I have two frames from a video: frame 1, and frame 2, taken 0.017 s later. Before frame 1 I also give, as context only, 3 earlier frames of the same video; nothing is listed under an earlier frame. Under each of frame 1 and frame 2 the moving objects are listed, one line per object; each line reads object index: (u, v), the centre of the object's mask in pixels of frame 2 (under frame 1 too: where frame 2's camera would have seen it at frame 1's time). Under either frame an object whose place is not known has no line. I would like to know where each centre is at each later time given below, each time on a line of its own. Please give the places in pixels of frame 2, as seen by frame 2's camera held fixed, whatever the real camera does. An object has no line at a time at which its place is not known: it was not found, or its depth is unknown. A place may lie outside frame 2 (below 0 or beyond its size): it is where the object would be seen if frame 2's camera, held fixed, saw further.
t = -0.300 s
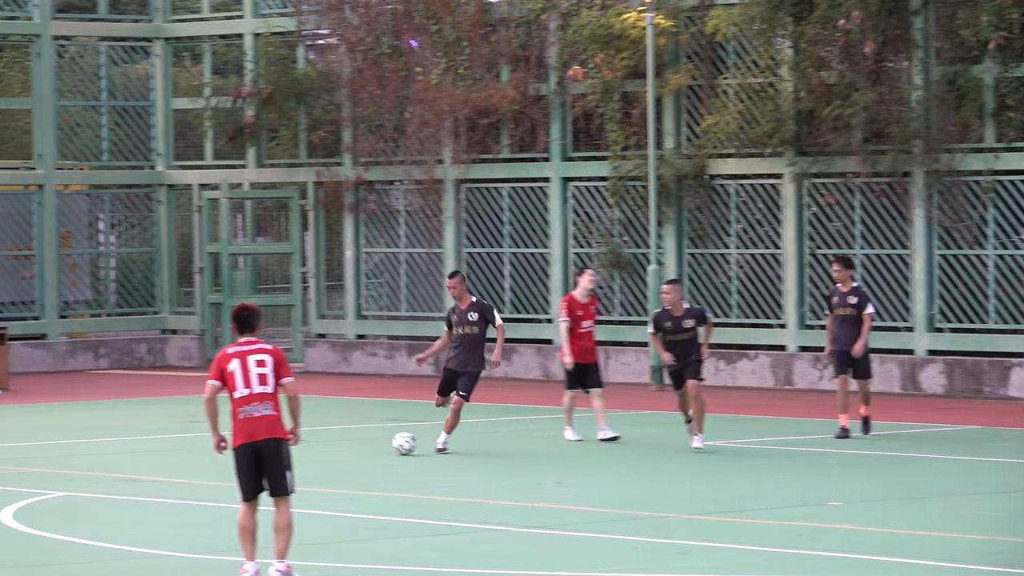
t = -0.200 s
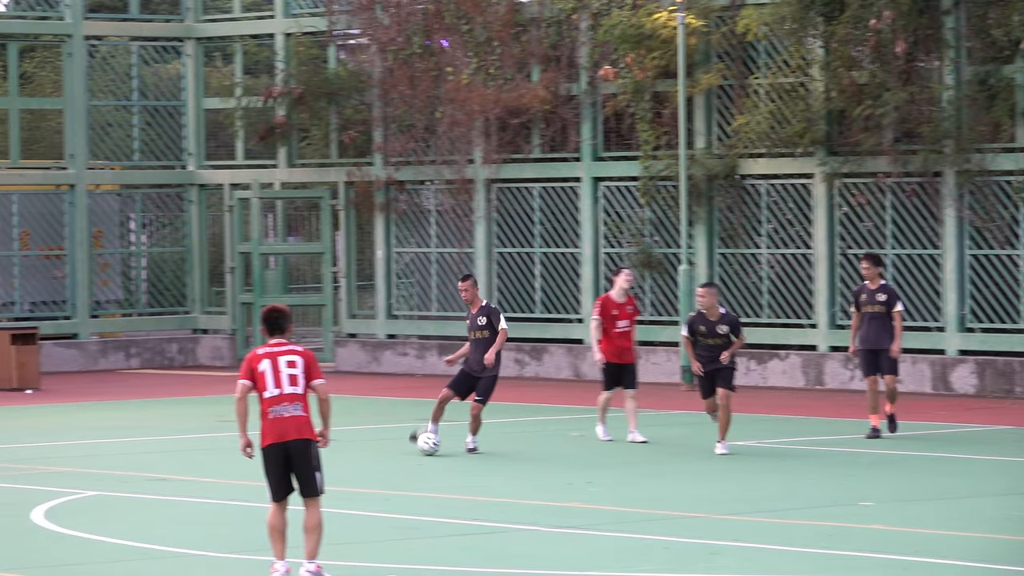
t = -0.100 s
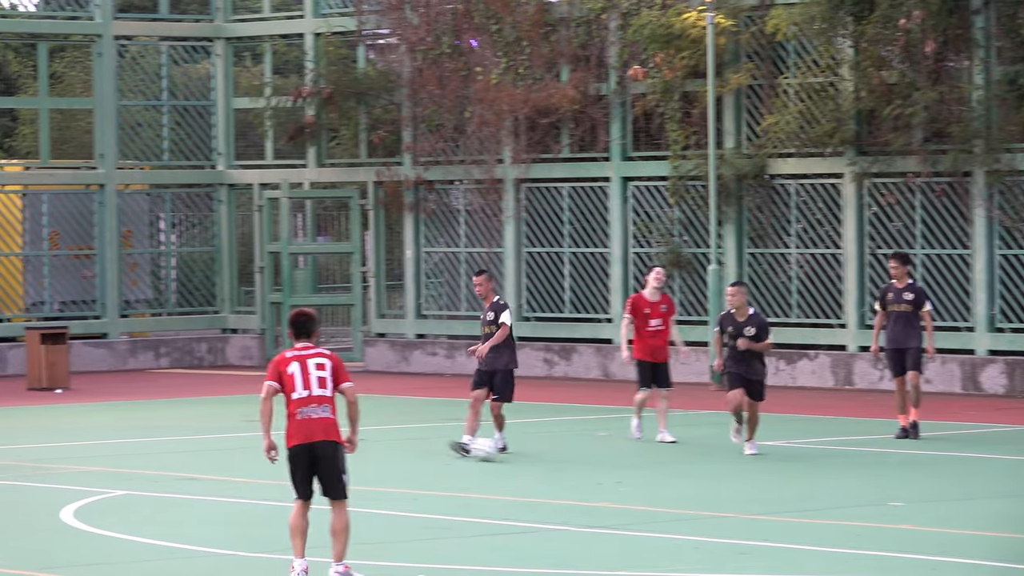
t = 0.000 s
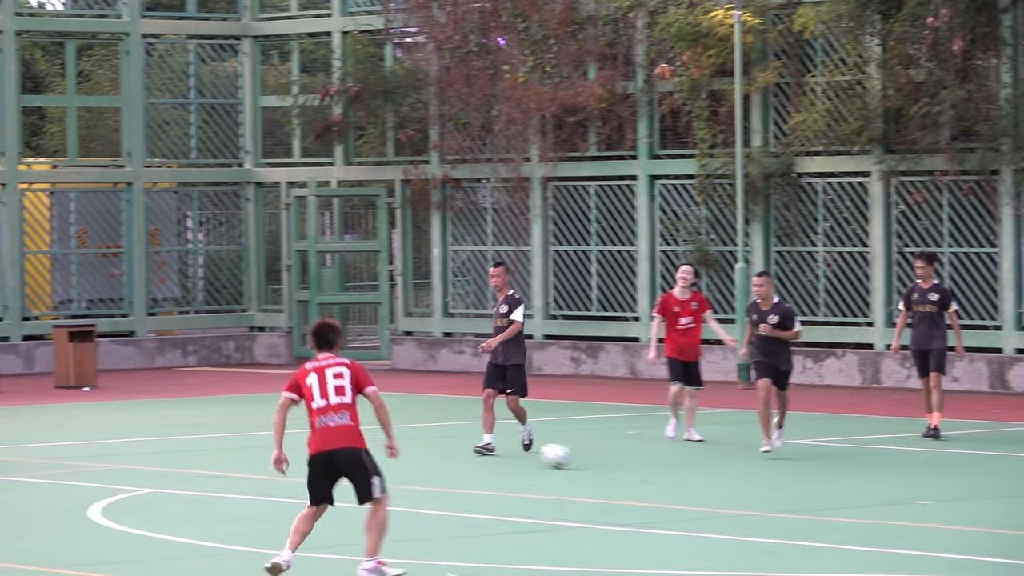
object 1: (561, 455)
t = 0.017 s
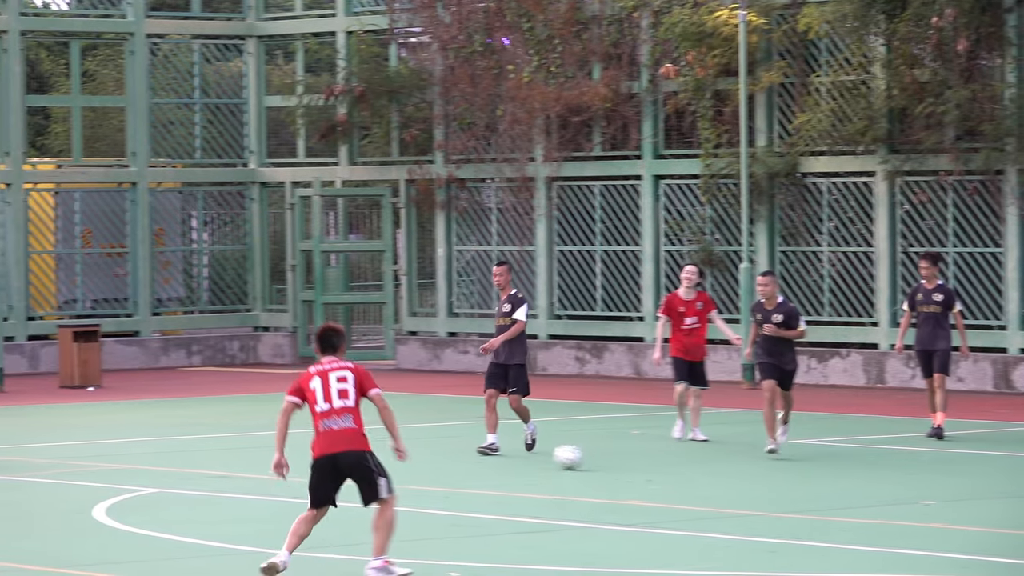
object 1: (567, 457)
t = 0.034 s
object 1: (573, 458)
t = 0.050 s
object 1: (580, 458)
